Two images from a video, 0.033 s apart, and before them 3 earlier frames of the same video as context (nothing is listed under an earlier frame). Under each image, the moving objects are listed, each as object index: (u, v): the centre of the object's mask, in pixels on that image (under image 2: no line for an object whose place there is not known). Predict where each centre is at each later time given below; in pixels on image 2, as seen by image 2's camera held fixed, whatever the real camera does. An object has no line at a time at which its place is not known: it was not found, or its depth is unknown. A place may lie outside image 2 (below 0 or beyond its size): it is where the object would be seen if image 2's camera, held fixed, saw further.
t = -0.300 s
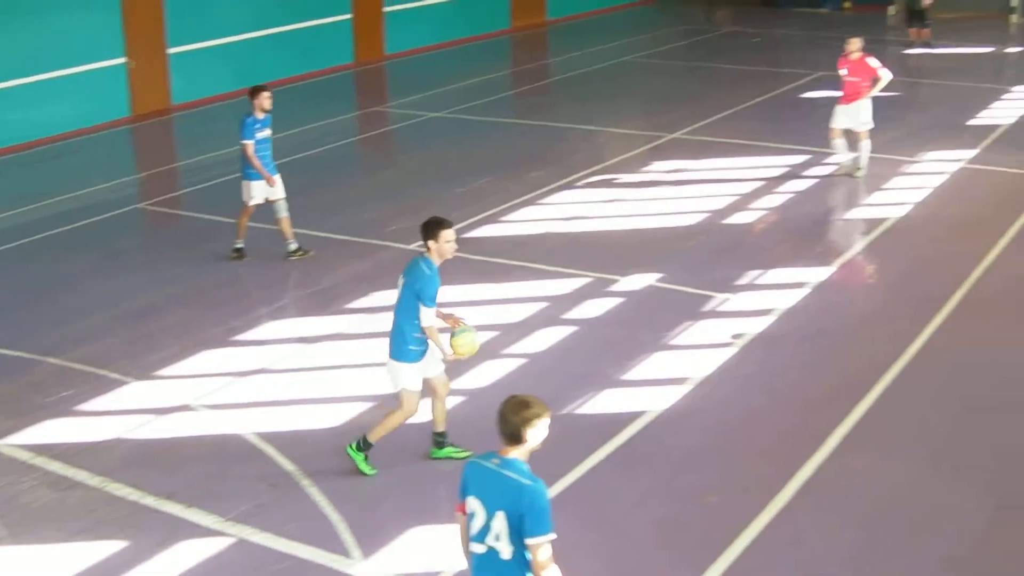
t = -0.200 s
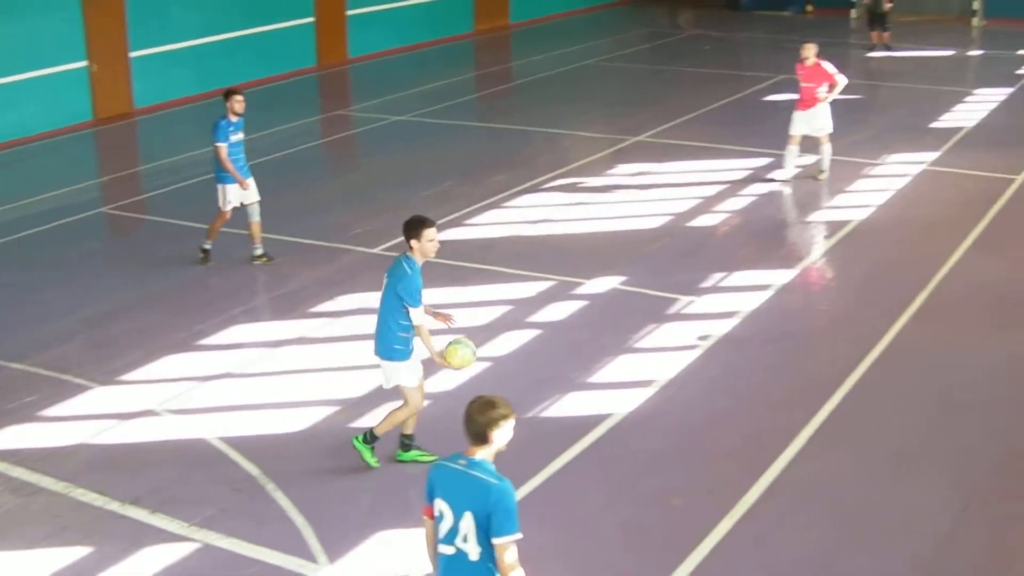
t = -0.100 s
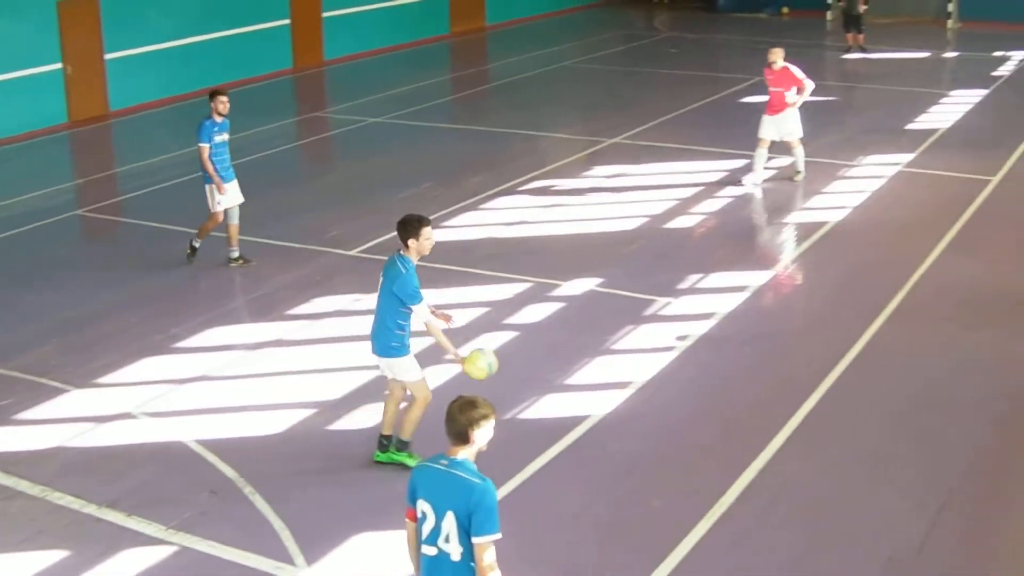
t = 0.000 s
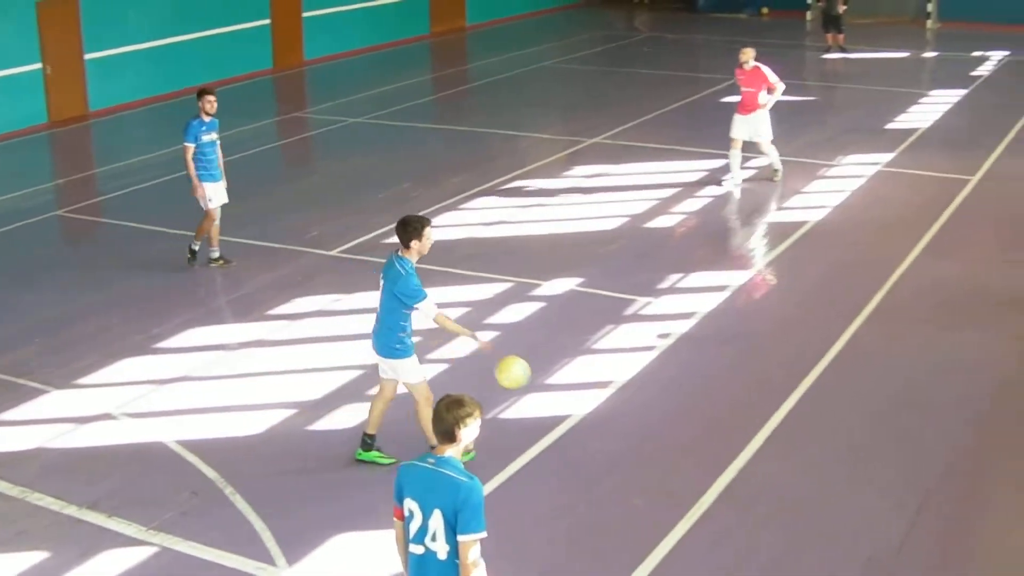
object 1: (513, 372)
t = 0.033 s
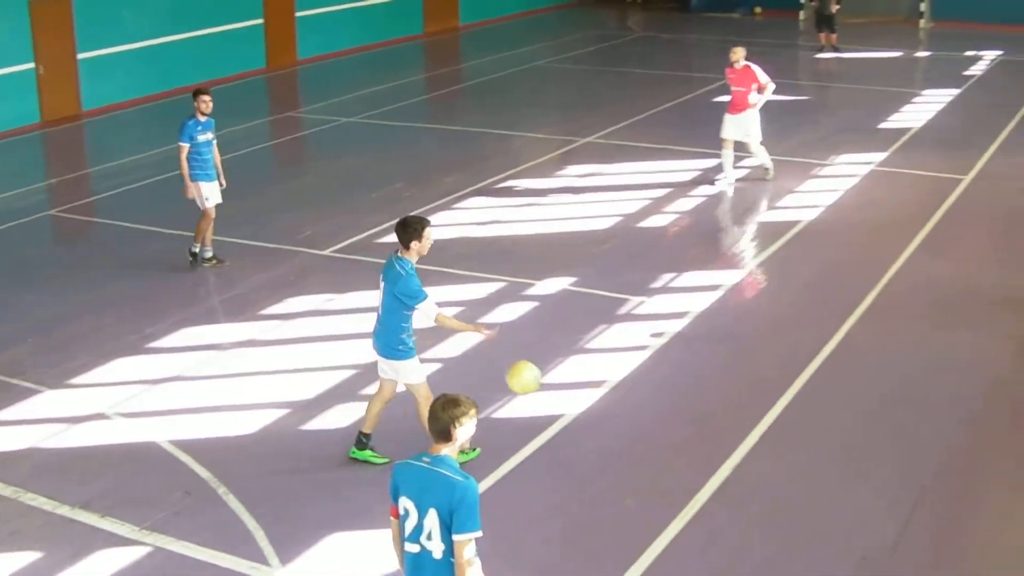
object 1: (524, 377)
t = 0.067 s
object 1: (543, 384)
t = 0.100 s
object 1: (562, 396)
